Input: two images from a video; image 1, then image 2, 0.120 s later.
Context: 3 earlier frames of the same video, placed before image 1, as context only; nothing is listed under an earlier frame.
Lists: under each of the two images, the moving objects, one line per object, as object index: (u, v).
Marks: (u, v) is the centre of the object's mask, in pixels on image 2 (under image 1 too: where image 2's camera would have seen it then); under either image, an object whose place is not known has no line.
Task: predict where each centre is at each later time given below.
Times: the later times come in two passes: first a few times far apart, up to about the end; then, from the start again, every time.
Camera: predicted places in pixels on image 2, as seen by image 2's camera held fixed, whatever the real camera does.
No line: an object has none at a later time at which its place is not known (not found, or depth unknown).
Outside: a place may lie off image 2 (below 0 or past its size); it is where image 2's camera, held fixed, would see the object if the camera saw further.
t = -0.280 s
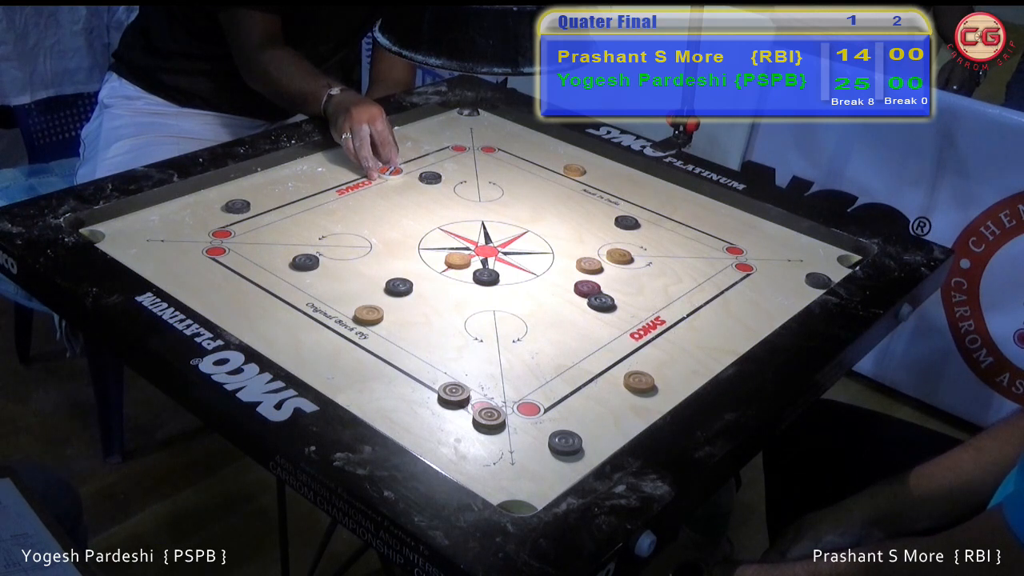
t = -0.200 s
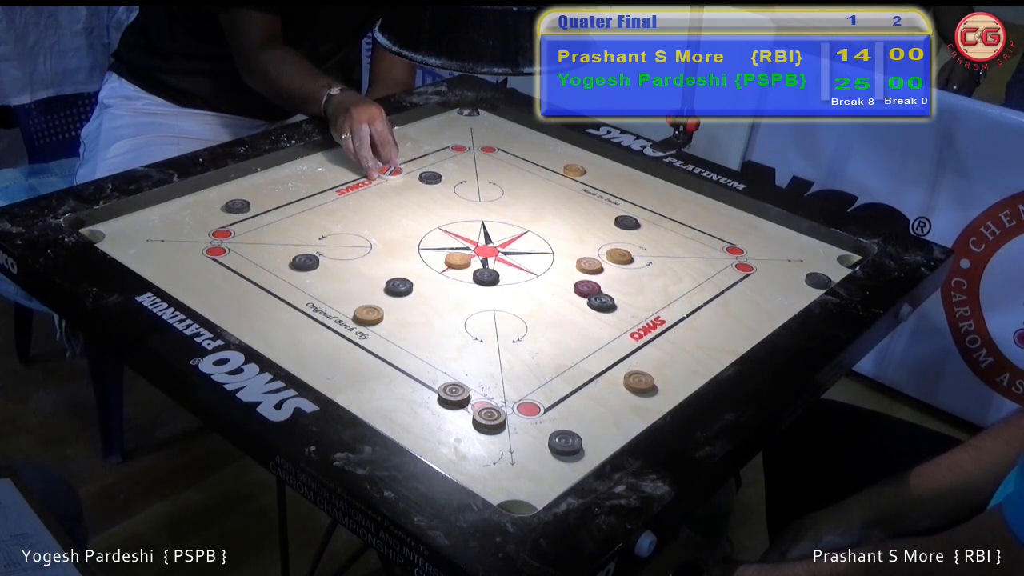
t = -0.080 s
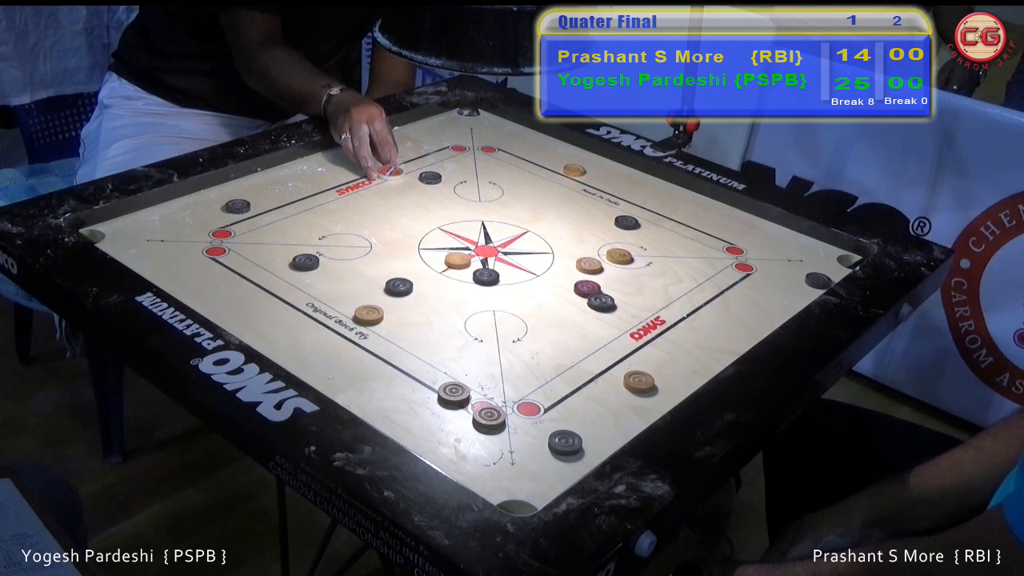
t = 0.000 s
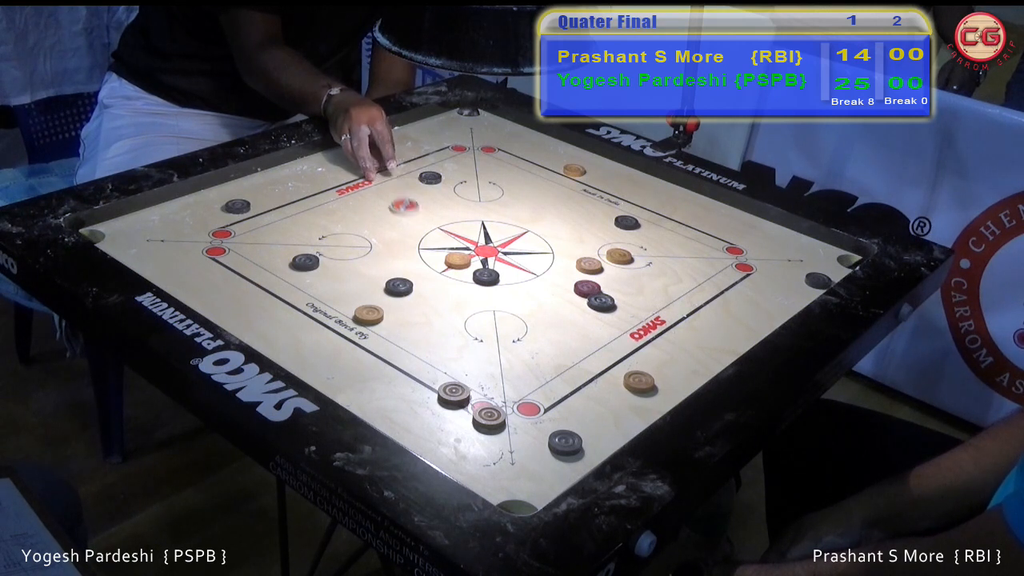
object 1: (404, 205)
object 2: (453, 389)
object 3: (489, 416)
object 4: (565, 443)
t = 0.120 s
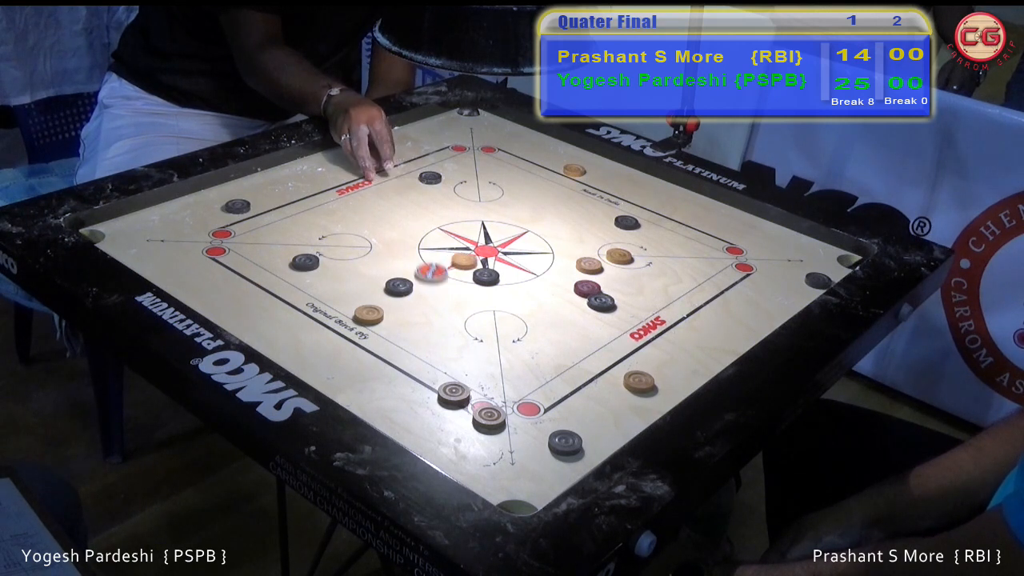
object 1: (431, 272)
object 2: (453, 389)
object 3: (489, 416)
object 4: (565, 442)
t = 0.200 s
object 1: (444, 321)
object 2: (453, 389)
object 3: (489, 416)
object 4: (565, 442)
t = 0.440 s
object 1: (482, 410)
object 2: (529, 475)
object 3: (521, 444)
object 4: (565, 442)
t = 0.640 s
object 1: (485, 417)
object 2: (538, 461)
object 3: (535, 421)
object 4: (601, 438)
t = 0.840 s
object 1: (485, 417)
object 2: (538, 461)
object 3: (549, 410)
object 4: (602, 438)
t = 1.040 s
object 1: (485, 417)
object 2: (538, 461)
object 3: (549, 410)
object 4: (602, 438)
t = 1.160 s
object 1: (485, 417)
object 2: (538, 461)
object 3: (549, 410)
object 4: (602, 438)
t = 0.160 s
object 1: (437, 296)
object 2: (453, 389)
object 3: (489, 416)
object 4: (565, 442)
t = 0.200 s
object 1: (444, 321)
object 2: (453, 389)
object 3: (489, 416)
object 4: (565, 442)
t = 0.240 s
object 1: (451, 346)
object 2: (453, 389)
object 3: (489, 416)
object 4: (565, 443)
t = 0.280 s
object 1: (459, 371)
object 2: (454, 390)
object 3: (489, 416)
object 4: (565, 443)
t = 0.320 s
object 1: (468, 387)
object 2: (450, 431)
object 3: (488, 416)
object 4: (565, 442)
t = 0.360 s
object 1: (474, 398)
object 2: (452, 468)
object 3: (492, 423)
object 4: (565, 442)
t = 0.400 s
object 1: (479, 404)
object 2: (491, 467)
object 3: (504, 440)
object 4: (565, 442)
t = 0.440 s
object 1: (482, 410)
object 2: (529, 475)
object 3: (521, 444)
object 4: (565, 442)
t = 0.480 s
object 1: (484, 413)
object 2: (557, 483)
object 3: (532, 443)
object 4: (570, 442)
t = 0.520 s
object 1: (486, 416)
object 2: (549, 468)
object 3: (532, 442)
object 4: (581, 441)
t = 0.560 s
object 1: (486, 416)
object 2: (542, 462)
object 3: (529, 435)
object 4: (590, 439)
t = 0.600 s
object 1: (486, 417)
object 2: (539, 462)
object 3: (529, 426)
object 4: (597, 439)
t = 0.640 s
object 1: (485, 417)
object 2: (538, 461)
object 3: (535, 421)
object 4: (601, 438)
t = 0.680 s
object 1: (485, 417)
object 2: (538, 461)
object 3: (541, 417)
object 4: (602, 438)
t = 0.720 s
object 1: (485, 417)
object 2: (538, 461)
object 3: (544, 414)
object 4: (602, 438)
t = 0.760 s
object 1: (485, 417)
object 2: (538, 461)
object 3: (547, 411)
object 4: (602, 438)
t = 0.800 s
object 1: (485, 417)
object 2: (538, 461)
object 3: (548, 410)
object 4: (602, 438)
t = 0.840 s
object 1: (485, 417)
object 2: (538, 461)
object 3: (549, 410)
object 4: (602, 438)
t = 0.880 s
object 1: (485, 417)
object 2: (538, 461)
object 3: (549, 410)
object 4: (602, 438)
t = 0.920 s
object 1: (485, 417)
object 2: (538, 461)
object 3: (549, 410)
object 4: (602, 438)
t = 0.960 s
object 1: (485, 417)
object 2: (538, 461)
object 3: (549, 410)
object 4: (602, 438)
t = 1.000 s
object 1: (485, 417)
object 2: (538, 461)
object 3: (549, 410)
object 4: (602, 438)
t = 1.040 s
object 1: (485, 417)
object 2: (538, 461)
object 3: (549, 410)
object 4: (602, 438)
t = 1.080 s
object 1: (485, 417)
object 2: (538, 461)
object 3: (549, 410)
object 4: (602, 438)
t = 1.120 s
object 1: (485, 417)
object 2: (538, 461)
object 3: (549, 410)
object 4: (602, 438)
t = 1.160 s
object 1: (485, 417)
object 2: (538, 461)
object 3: (549, 410)
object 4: (602, 438)
